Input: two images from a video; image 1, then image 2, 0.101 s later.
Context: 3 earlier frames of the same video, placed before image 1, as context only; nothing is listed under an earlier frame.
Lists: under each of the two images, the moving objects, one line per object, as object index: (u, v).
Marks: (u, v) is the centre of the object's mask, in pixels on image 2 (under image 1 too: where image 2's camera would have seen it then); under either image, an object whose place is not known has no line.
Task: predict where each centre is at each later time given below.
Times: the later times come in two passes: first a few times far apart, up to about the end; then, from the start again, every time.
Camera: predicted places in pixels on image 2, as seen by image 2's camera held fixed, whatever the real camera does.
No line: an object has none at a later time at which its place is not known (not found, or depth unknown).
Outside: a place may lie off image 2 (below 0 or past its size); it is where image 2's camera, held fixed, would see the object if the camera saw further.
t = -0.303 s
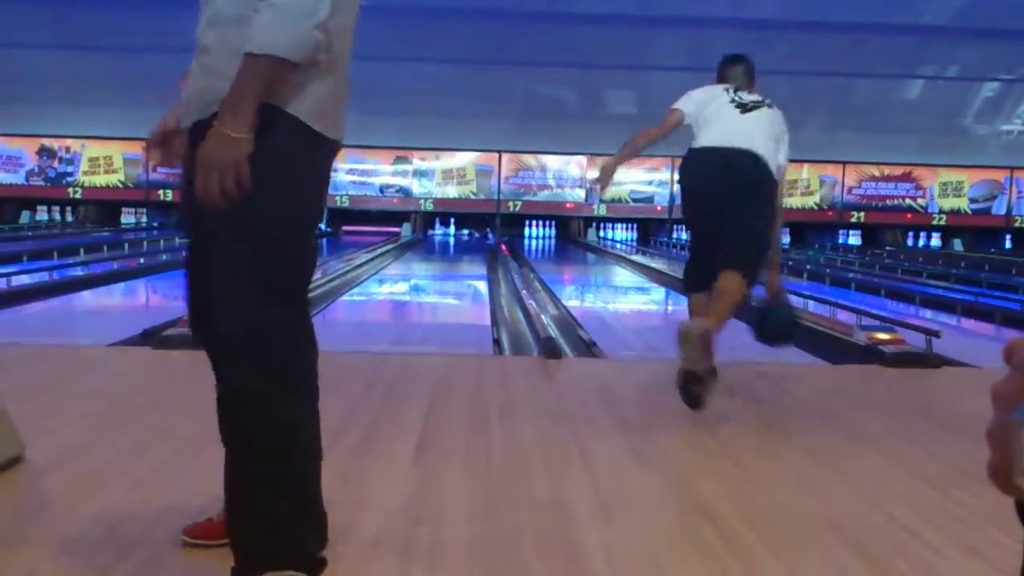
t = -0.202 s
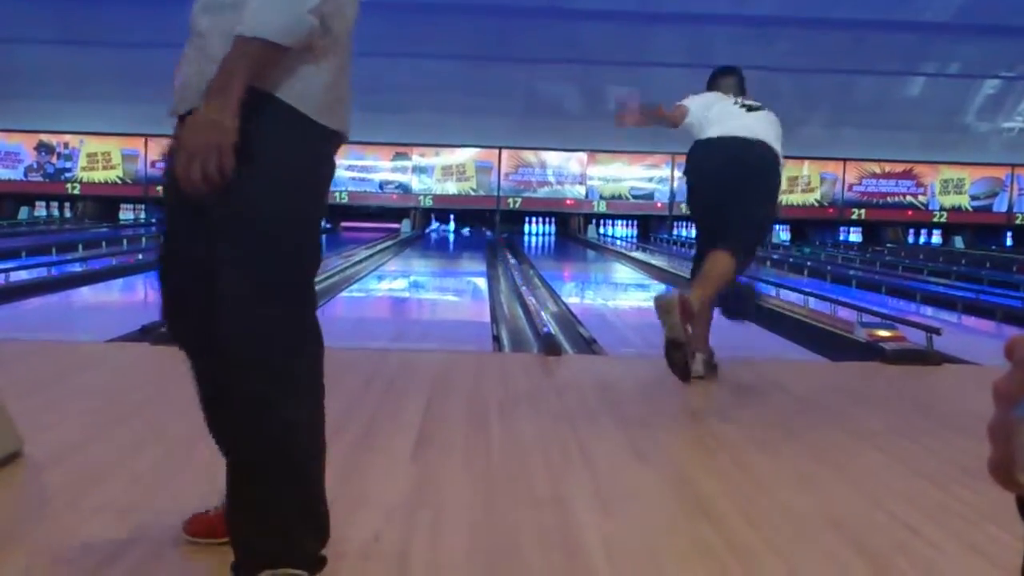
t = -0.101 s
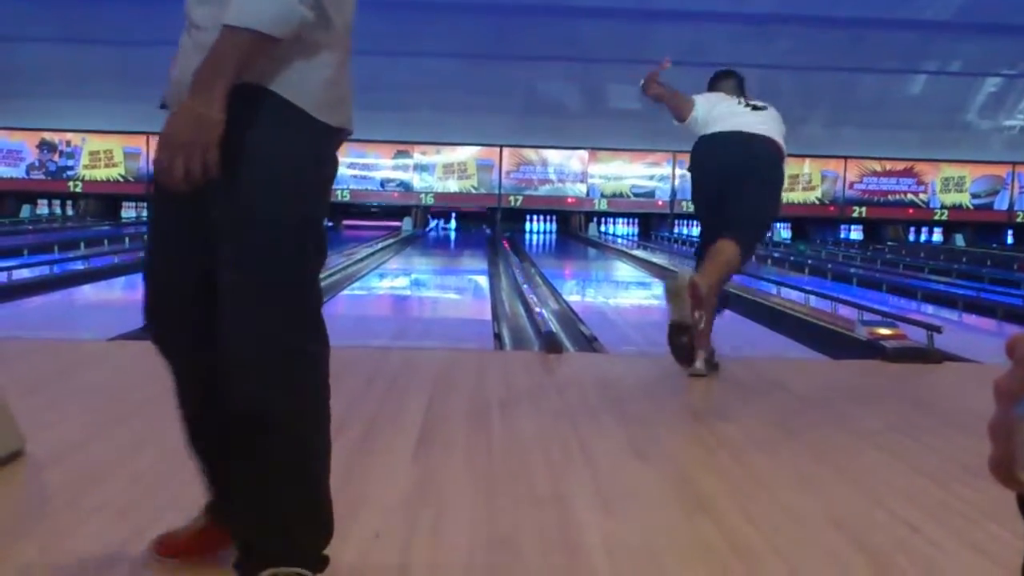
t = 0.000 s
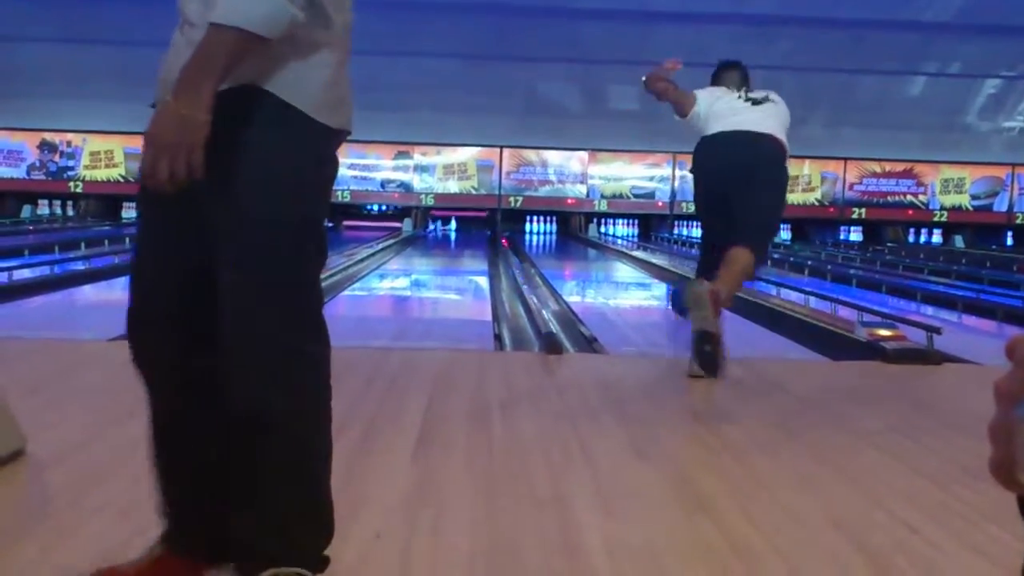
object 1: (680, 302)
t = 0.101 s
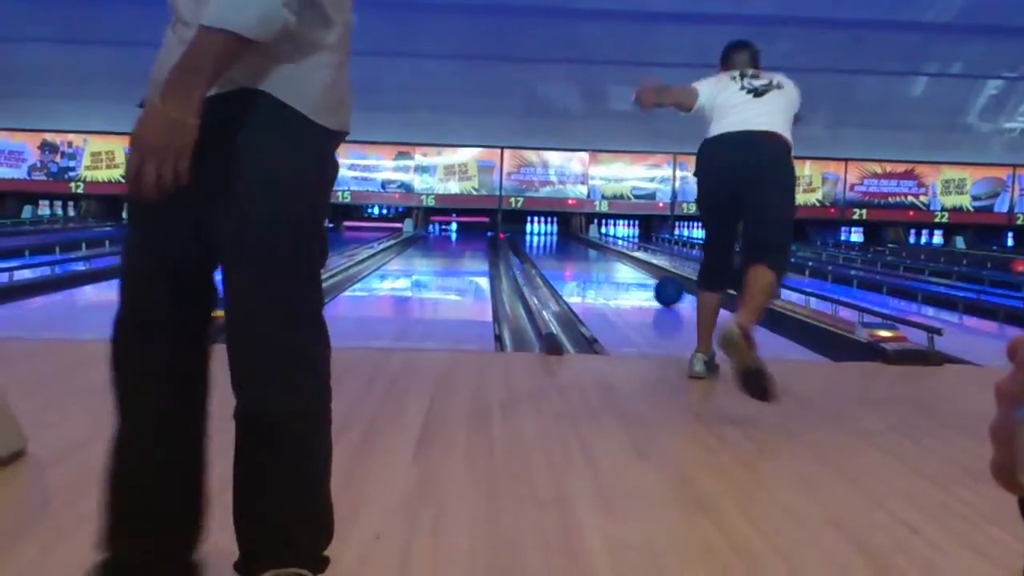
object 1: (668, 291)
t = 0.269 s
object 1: (645, 279)
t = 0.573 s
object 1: (616, 265)
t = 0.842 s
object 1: (598, 253)
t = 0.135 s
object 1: (663, 288)
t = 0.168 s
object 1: (658, 285)
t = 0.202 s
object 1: (653, 284)
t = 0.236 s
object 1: (650, 281)
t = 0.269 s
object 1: (645, 279)
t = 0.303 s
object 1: (642, 277)
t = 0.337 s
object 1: (638, 276)
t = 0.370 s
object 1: (634, 274)
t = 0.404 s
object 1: (630, 272)
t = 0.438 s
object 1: (628, 270)
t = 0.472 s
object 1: (624, 269)
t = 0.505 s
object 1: (621, 267)
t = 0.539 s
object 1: (618, 266)
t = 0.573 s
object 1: (616, 265)
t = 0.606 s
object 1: (614, 263)
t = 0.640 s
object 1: (611, 262)
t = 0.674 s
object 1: (609, 260)
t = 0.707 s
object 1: (607, 259)
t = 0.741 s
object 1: (605, 258)
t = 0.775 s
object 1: (602, 258)
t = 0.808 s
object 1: (601, 257)
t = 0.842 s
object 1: (598, 253)
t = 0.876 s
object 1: (595, 252)
